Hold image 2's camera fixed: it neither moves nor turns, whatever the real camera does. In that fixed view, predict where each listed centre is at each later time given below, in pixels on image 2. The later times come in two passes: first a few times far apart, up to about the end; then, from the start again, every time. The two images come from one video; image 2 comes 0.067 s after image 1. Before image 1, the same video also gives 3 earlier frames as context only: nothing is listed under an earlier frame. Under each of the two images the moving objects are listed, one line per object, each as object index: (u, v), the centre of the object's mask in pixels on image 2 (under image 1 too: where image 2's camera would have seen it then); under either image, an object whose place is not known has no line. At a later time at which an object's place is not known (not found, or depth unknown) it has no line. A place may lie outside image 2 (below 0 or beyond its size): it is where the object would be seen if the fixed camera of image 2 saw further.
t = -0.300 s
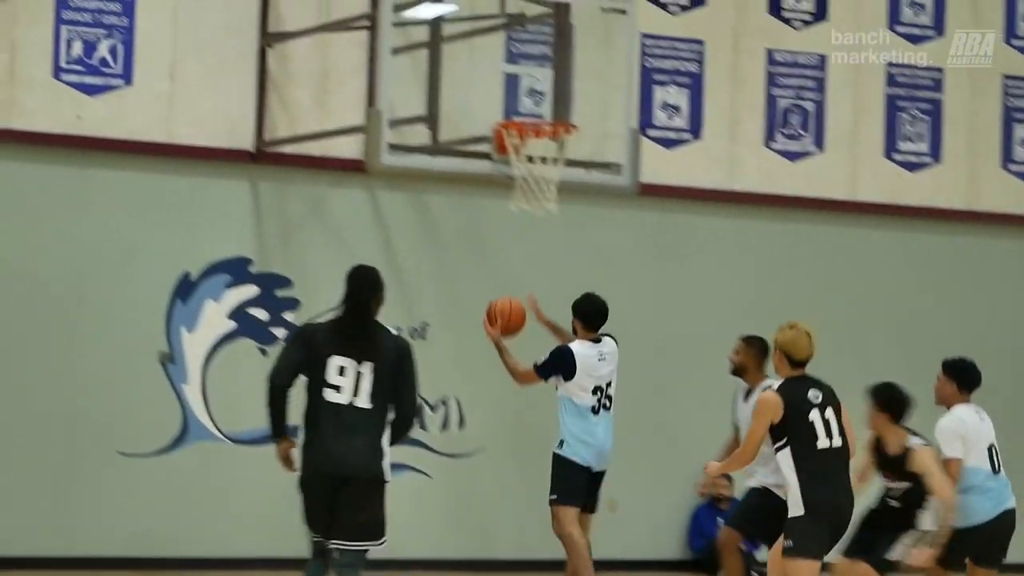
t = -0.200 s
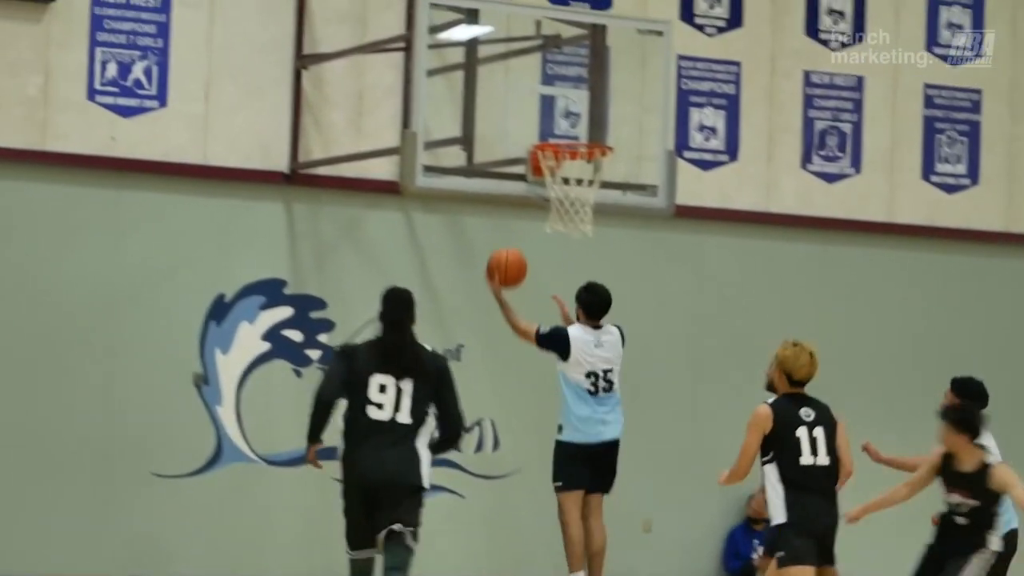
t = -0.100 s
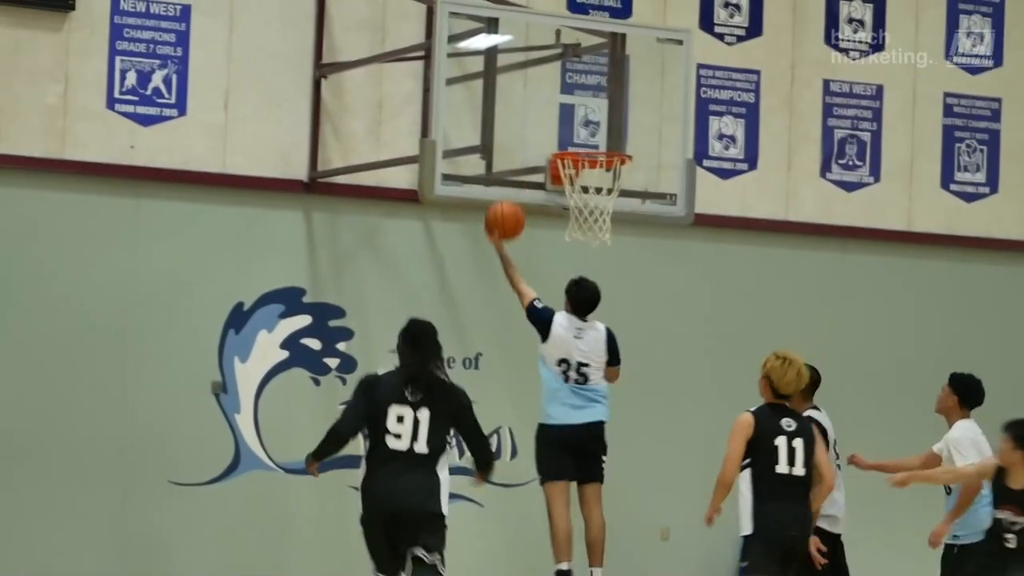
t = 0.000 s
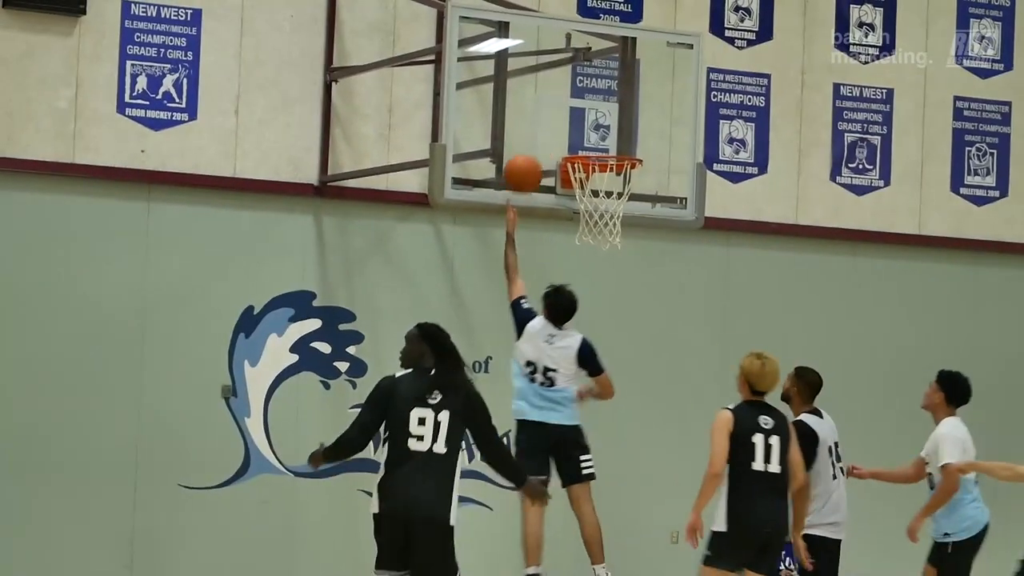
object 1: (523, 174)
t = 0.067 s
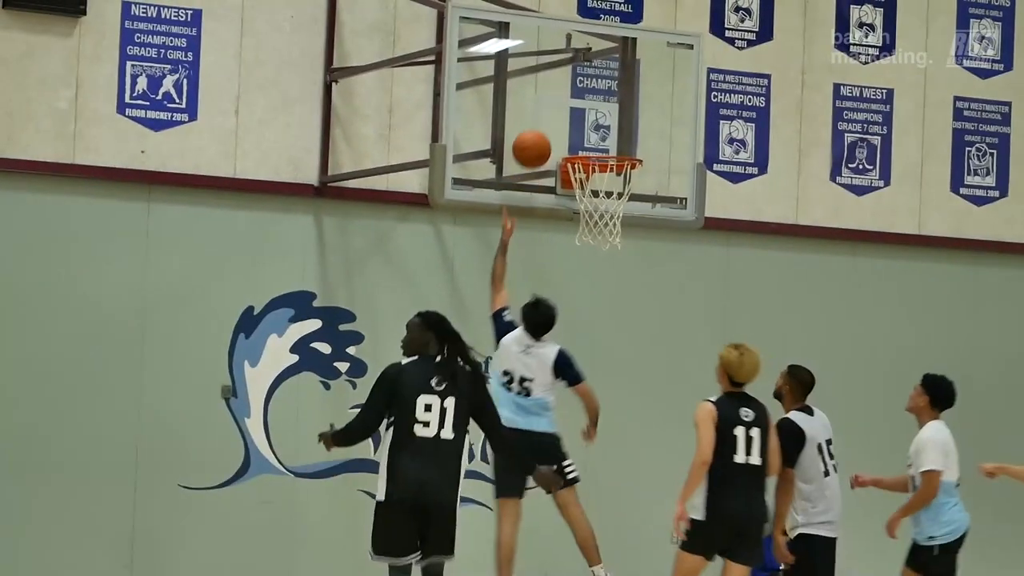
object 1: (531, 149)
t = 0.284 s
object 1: (570, 115)
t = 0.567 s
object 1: (603, 165)
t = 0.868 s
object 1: (566, 201)
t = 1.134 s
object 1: (596, 279)
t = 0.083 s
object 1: (534, 144)
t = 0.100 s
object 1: (536, 139)
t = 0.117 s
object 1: (538, 135)
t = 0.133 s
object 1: (540, 132)
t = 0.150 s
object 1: (542, 129)
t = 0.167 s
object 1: (544, 126)
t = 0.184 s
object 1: (546, 123)
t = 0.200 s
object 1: (550, 121)
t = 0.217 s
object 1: (554, 119)
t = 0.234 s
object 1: (558, 117)
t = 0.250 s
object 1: (561, 116)
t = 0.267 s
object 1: (566, 115)
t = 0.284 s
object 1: (570, 115)
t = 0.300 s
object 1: (573, 115)
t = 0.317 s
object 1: (577, 115)
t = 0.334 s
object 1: (581, 116)
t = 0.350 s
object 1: (585, 118)
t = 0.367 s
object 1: (590, 120)
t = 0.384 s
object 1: (593, 122)
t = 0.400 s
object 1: (597, 125)
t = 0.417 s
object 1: (601, 129)
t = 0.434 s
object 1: (605, 133)
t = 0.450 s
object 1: (609, 137)
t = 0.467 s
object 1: (614, 140)
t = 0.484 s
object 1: (617, 142)
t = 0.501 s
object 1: (621, 145)
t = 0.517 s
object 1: (620, 147)
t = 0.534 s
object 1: (614, 157)
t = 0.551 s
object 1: (608, 161)
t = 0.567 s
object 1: (603, 165)
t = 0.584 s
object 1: (597, 169)
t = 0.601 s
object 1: (594, 175)
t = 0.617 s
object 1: (588, 178)
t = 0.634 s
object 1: (581, 182)
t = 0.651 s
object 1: (578, 186)
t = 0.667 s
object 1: (574, 189)
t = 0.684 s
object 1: (572, 191)
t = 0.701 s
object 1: (570, 192)
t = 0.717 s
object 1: (569, 194)
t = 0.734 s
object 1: (568, 194)
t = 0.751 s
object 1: (567, 195)
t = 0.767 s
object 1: (566, 198)
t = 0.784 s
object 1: (566, 197)
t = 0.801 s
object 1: (566, 199)
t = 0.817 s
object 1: (566, 199)
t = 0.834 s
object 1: (566, 200)
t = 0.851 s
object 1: (566, 201)
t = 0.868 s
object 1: (566, 201)
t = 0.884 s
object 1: (567, 203)
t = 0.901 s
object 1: (570, 208)
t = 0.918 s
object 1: (571, 211)
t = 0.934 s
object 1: (573, 213)
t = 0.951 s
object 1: (575, 218)
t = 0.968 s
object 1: (577, 221)
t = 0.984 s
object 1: (579, 226)
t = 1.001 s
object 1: (581, 230)
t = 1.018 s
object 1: (579, 244)
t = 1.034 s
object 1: (582, 247)
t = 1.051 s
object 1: (585, 251)
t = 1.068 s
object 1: (587, 255)
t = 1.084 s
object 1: (590, 259)
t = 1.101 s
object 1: (592, 264)
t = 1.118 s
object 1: (594, 272)
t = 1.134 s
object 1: (596, 279)
